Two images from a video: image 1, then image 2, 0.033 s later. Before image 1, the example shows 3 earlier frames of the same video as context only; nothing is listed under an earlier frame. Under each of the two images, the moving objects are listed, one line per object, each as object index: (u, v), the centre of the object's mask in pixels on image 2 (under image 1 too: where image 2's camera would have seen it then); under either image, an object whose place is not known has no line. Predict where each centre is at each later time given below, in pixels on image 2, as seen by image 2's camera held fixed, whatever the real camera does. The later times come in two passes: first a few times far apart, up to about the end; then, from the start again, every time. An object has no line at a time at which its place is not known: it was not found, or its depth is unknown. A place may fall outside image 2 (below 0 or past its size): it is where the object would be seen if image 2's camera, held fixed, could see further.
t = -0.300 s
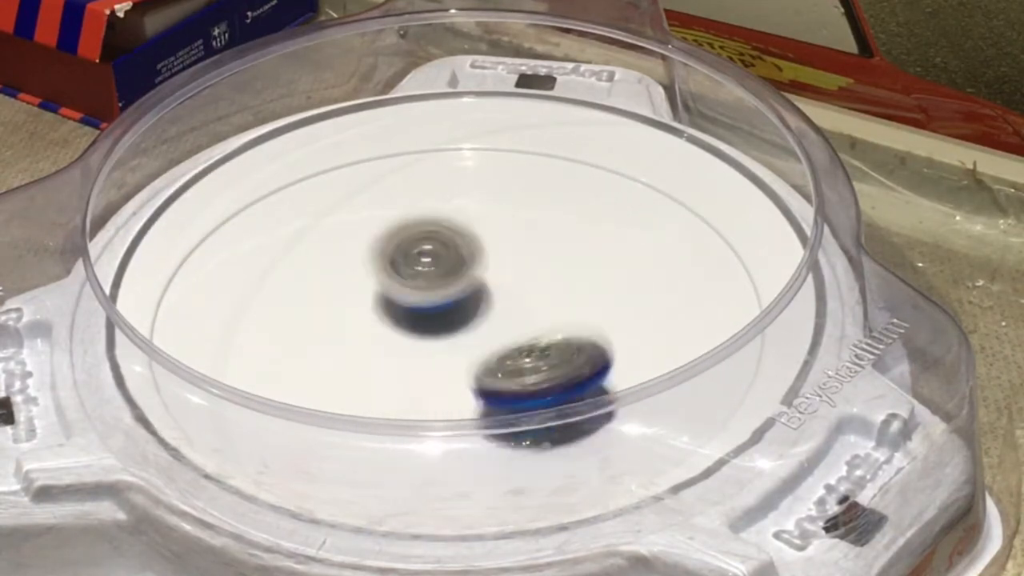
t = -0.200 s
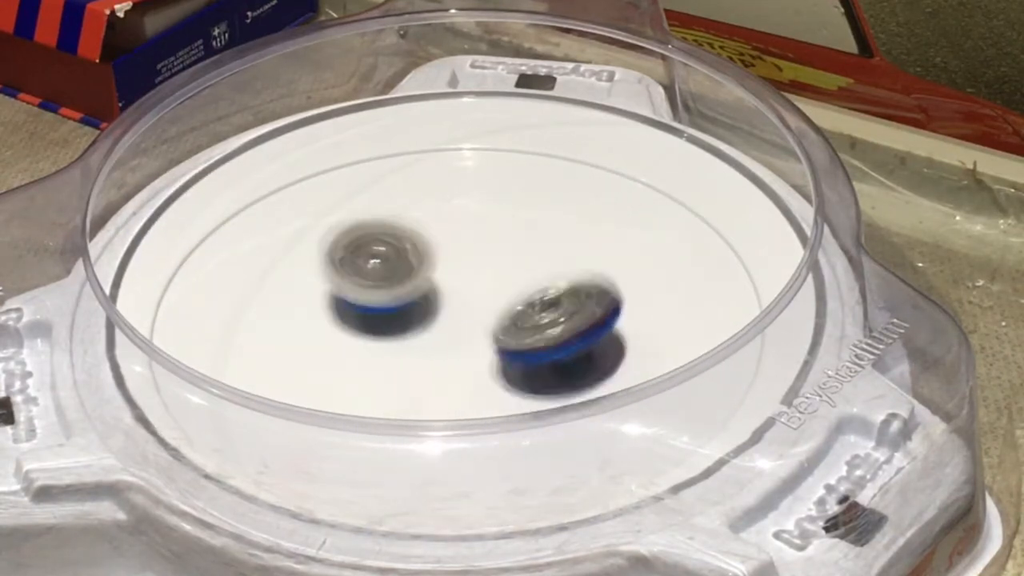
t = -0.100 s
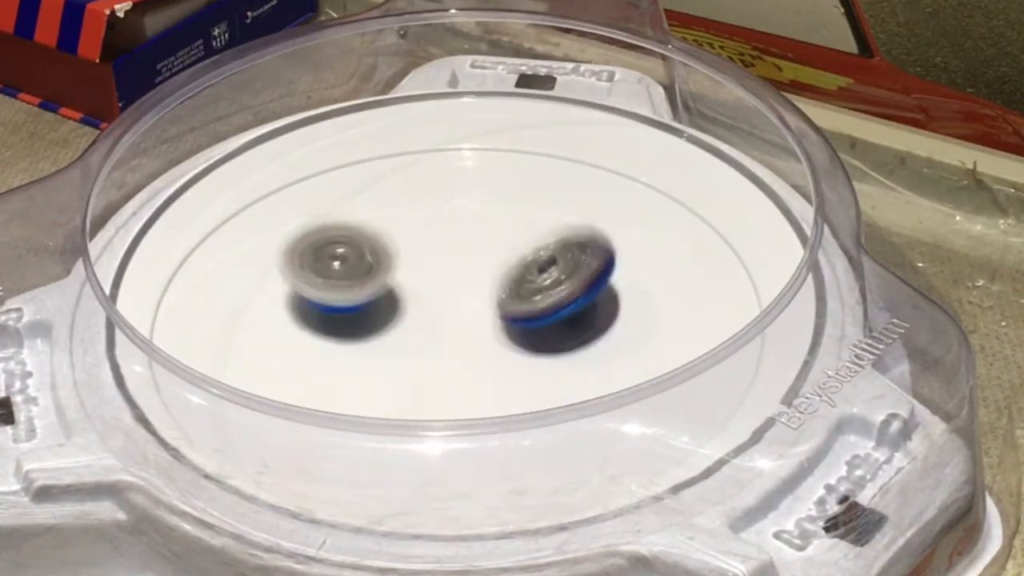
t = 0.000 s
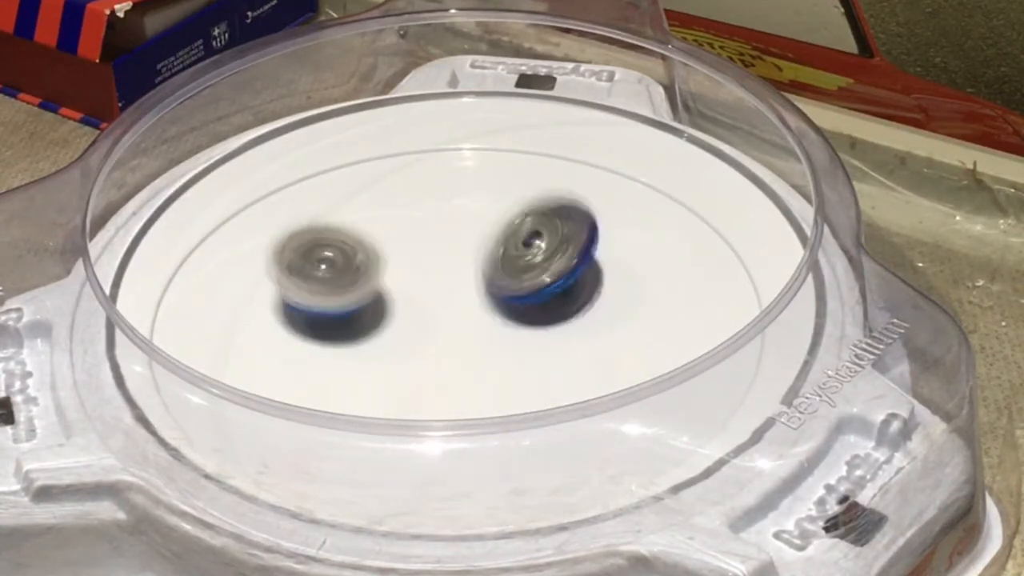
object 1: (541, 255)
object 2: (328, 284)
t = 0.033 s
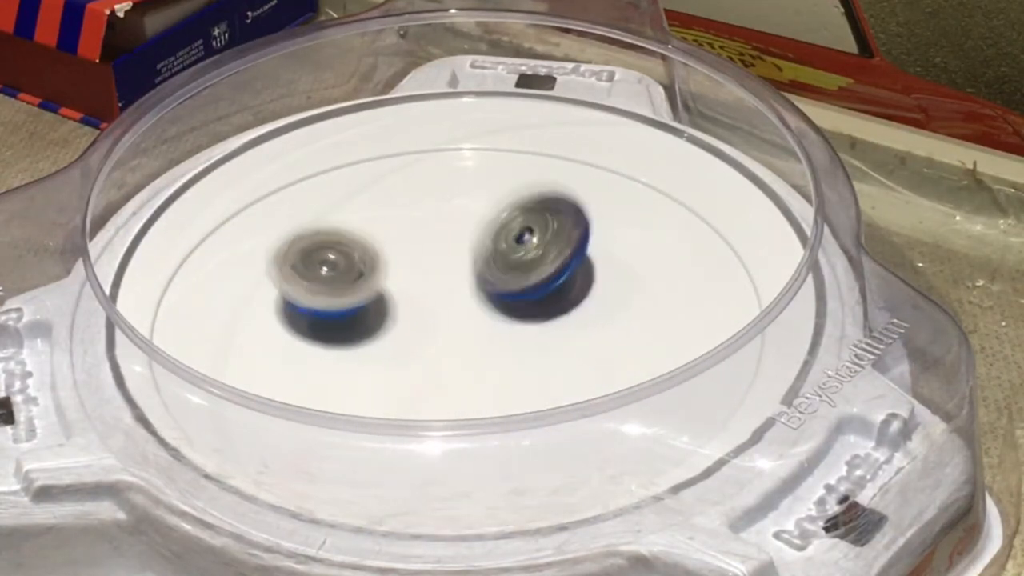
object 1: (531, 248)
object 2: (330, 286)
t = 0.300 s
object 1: (445, 251)
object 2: (409, 338)
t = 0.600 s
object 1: (328, 329)
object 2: (493, 402)
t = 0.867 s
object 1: (365, 383)
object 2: (491, 371)
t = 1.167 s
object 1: (516, 394)
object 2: (534, 253)
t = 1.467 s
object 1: (623, 253)
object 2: (429, 226)
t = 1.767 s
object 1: (539, 202)
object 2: (376, 315)
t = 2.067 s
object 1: (319, 268)
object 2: (490, 372)
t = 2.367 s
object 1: (257, 354)
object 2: (573, 307)
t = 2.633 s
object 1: (477, 396)
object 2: (497, 261)
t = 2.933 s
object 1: (690, 312)
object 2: (390, 310)
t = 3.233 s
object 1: (558, 229)
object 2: (445, 376)
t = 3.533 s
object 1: (300, 239)
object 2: (549, 337)
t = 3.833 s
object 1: (298, 372)
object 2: (488, 275)
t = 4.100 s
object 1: (563, 420)
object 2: (395, 303)
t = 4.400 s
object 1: (659, 266)
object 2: (429, 370)
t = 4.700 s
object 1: (431, 202)
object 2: (529, 340)
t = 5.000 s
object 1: (260, 299)
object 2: (485, 280)
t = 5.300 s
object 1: (438, 421)
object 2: (394, 311)
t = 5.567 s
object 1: (652, 340)
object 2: (433, 365)
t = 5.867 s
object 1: (577, 216)
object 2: (526, 335)
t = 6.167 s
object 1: (346, 242)
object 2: (483, 282)
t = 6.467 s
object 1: (346, 381)
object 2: (400, 312)
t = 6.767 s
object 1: (586, 362)
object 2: (449, 365)
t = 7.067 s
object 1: (529, 224)
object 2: (526, 325)
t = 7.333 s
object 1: (344, 264)
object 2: (479, 284)
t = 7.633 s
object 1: (391, 385)
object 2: (405, 313)
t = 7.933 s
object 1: (595, 337)
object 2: (453, 363)
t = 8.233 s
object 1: (465, 232)
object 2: (523, 325)
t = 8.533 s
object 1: (329, 334)
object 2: (469, 286)
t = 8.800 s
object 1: (482, 389)
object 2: (407, 315)
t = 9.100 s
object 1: (575, 286)
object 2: (451, 360)
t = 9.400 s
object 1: (394, 259)
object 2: (516, 326)
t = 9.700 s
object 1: (378, 379)
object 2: (468, 287)
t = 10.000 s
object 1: (573, 351)
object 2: (410, 322)
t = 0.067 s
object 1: (523, 244)
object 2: (335, 289)
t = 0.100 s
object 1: (514, 246)
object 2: (340, 293)
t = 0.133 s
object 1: (502, 244)
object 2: (349, 299)
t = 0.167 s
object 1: (492, 246)
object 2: (357, 305)
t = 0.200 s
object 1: (483, 252)
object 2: (368, 311)
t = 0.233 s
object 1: (471, 253)
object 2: (381, 319)
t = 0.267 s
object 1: (459, 251)
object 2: (394, 327)
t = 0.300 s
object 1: (445, 251)
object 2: (409, 338)
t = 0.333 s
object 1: (425, 253)
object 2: (418, 346)
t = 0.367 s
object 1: (408, 259)
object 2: (432, 356)
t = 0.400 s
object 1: (390, 269)
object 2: (442, 362)
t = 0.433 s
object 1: (375, 280)
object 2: (451, 367)
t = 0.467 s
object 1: (365, 291)
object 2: (461, 379)
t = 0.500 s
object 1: (353, 301)
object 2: (471, 386)
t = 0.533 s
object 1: (343, 309)
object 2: (480, 391)
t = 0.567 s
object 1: (334, 319)
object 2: (489, 397)
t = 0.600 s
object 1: (328, 329)
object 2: (493, 402)
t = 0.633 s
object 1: (325, 332)
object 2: (498, 405)
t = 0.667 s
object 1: (324, 343)
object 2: (500, 407)
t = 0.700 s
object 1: (325, 352)
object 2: (498, 406)
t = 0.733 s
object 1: (329, 359)
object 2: (496, 404)
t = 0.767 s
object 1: (335, 364)
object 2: (494, 399)
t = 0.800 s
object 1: (344, 370)
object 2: (488, 379)
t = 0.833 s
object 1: (354, 375)
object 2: (486, 376)
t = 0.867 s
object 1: (365, 383)
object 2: (491, 371)
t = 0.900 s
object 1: (368, 391)
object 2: (504, 357)
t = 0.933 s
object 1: (371, 397)
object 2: (514, 340)
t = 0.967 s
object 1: (395, 411)
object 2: (525, 324)
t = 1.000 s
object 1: (412, 420)
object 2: (532, 308)
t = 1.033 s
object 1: (436, 422)
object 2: (536, 296)
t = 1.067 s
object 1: (454, 420)
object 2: (539, 285)
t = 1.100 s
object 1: (476, 436)
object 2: (541, 273)
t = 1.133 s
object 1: (496, 401)
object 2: (539, 262)
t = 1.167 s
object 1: (516, 394)
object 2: (534, 253)
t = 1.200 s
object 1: (538, 385)
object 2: (530, 244)
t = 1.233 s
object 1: (553, 376)
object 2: (523, 237)
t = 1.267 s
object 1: (569, 365)
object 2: (510, 228)
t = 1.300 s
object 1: (589, 353)
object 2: (499, 225)
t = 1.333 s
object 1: (599, 324)
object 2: (486, 222)
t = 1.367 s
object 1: (609, 314)
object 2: (474, 219)
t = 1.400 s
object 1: (621, 299)
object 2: (457, 219)
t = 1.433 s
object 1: (622, 270)
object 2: (442, 221)
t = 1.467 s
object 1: (623, 253)
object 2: (429, 226)
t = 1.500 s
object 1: (624, 243)
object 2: (417, 233)
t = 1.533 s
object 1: (623, 224)
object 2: (404, 238)
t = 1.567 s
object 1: (617, 213)
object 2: (392, 247)
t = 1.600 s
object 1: (610, 212)
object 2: (384, 256)
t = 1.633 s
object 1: (603, 208)
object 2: (378, 266)
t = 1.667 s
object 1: (591, 201)
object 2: (374, 279)
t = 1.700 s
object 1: (576, 200)
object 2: (371, 290)
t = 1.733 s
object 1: (557, 199)
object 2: (371, 302)
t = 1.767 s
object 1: (539, 202)
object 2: (376, 315)
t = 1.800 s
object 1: (519, 205)
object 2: (381, 327)
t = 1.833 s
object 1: (495, 209)
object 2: (388, 338)
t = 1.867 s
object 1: (471, 215)
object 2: (398, 348)
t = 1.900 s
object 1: (447, 224)
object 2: (410, 357)
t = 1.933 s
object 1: (422, 233)
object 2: (426, 365)
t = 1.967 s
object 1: (395, 241)
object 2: (440, 370)
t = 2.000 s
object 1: (368, 248)
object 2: (456, 372)
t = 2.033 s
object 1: (344, 258)
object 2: (472, 373)
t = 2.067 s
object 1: (319, 268)
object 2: (490, 372)
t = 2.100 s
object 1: (298, 279)
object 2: (507, 369)
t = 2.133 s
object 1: (280, 292)
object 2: (522, 366)
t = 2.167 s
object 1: (263, 302)
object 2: (535, 361)
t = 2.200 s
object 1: (251, 313)
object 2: (547, 355)
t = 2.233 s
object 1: (244, 324)
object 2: (557, 348)
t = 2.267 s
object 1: (243, 331)
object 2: (567, 337)
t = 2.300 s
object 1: (245, 338)
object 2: (572, 327)
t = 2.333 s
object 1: (249, 347)
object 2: (574, 317)
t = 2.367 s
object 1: (257, 354)
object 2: (573, 307)
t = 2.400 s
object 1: (270, 362)
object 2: (571, 298)
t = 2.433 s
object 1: (288, 371)
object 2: (567, 288)
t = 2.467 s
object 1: (312, 379)
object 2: (559, 280)
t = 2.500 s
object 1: (338, 386)
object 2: (550, 272)
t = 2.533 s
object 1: (369, 392)
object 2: (536, 268)
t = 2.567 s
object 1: (401, 395)
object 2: (522, 264)
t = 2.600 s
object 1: (439, 396)
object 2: (511, 261)
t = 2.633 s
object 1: (477, 396)
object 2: (497, 261)
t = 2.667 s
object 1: (514, 393)
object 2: (481, 259)
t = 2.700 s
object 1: (549, 386)
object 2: (466, 262)
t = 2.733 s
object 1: (581, 378)
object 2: (451, 265)
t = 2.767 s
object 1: (612, 366)
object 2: (439, 270)
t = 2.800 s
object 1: (637, 356)
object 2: (425, 277)
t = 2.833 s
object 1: (658, 344)
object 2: (415, 283)
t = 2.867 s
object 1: (672, 333)
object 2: (404, 292)
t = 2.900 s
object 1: (682, 321)
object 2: (396, 300)
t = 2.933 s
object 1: (690, 312)
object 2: (390, 310)
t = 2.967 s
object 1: (692, 301)
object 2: (386, 320)
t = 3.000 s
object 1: (685, 286)
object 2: (385, 330)
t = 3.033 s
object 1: (677, 277)
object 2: (387, 340)
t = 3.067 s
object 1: (664, 267)
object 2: (391, 348)
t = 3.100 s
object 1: (652, 261)
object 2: (399, 357)
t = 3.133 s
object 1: (632, 251)
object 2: (407, 365)
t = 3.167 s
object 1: (609, 243)
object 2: (418, 371)
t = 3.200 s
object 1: (586, 236)
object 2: (431, 375)
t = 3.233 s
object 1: (558, 229)
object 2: (445, 376)
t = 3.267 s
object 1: (528, 224)
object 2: (460, 377)
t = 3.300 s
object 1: (497, 221)
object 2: (474, 377)
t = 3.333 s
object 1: (465, 217)
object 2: (491, 374)
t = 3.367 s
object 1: (434, 215)
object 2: (505, 372)
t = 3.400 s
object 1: (404, 217)
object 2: (518, 367)
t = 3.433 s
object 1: (373, 220)
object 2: (529, 361)
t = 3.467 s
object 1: (348, 225)
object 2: (538, 355)
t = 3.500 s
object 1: (323, 233)
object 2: (544, 346)
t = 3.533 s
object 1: (300, 239)
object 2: (549, 337)
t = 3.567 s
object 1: (283, 250)
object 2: (552, 327)
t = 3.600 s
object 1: (267, 265)
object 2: (551, 317)
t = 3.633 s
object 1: (257, 279)
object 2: (548, 308)
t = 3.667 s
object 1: (254, 297)
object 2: (542, 300)
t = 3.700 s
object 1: (252, 313)
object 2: (535, 292)
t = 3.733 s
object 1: (257, 331)
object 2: (523, 286)
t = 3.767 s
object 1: (267, 349)
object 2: (512, 281)
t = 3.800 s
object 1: (280, 361)
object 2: (501, 278)
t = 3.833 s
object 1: (298, 372)
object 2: (488, 275)
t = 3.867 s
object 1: (320, 403)
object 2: (476, 274)
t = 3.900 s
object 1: (350, 417)
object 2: (462, 273)
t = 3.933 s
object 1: (384, 427)
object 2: (450, 275)
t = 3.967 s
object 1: (416, 432)
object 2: (436, 278)
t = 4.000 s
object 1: (453, 435)
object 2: (424, 282)
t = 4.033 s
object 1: (491, 435)
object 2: (412, 288)
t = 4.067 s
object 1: (526, 430)
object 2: (403, 295)
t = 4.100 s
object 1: (563, 420)
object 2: (395, 303)
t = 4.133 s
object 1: (591, 409)
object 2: (389, 311)
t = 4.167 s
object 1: (618, 369)
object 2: (386, 320)
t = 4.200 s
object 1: (639, 355)
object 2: (385, 329)
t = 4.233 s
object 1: (655, 341)
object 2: (387, 338)
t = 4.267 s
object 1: (666, 329)
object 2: (390, 346)
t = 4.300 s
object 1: (673, 314)
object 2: (396, 354)
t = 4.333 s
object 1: (674, 301)
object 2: (405, 361)
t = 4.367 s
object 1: (667, 282)
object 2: (416, 366)
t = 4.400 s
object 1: (659, 266)
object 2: (429, 370)
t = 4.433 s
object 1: (642, 250)
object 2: (441, 371)
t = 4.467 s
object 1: (623, 237)
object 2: (455, 372)
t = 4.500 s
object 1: (604, 227)
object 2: (469, 372)
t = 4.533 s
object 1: (576, 219)
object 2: (482, 370)
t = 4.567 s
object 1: (548, 208)
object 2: (495, 367)
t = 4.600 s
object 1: (520, 204)
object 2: (507, 362)
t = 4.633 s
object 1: (490, 200)
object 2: (516, 356)
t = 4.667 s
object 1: (458, 200)
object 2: (524, 348)
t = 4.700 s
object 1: (431, 202)
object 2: (529, 340)
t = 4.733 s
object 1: (399, 204)
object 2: (532, 332)
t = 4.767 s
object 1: (370, 209)
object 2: (533, 324)
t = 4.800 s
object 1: (347, 215)
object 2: (532, 315)
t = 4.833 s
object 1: (322, 226)
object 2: (528, 307)
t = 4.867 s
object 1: (303, 240)
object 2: (522, 299)
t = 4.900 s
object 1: (284, 253)
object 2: (516, 292)
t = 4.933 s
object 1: (274, 267)
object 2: (506, 287)
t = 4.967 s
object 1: (265, 284)
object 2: (497, 283)
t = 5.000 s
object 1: (260, 299)
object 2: (485, 280)
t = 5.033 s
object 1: (263, 329)
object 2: (473, 278)
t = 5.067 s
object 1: (269, 346)
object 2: (461, 278)
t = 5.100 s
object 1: (280, 359)
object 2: (450, 279)
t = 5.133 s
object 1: (298, 373)
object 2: (438, 282)
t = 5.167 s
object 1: (312, 382)
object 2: (426, 285)
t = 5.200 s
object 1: (345, 419)
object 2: (416, 290)
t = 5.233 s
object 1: (372, 427)
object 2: (406, 296)
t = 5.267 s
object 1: (404, 436)
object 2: (400, 303)
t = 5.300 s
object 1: (438, 421)
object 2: (394, 311)
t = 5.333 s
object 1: (473, 440)
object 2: (392, 319)
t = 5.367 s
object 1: (505, 417)
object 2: (391, 327)
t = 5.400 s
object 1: (541, 430)
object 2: (393, 335)
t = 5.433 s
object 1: (569, 420)
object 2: (397, 343)
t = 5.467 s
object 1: (597, 408)
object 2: (403, 350)
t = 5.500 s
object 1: (624, 364)
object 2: (412, 356)
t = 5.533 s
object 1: (638, 354)
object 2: (422, 362)
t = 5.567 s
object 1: (652, 340)
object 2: (433, 365)
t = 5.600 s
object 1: (659, 328)
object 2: (445, 367)
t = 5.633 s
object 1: (667, 313)
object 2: (458, 368)
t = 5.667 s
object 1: (662, 294)
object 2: (471, 367)
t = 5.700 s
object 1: (662, 279)
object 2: (483, 365)
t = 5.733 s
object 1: (650, 260)
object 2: (495, 362)
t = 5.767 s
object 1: (638, 249)
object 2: (505, 357)
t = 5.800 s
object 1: (620, 235)
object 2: (515, 350)
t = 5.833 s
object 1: (599, 225)
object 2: (521, 343)
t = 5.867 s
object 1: (577, 216)
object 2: (526, 335)
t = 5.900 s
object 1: (551, 209)
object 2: (529, 329)
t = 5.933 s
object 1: (524, 203)
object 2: (530, 319)
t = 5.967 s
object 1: (495, 199)
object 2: (528, 312)
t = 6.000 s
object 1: (468, 201)
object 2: (525, 303)
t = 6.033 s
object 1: (441, 203)
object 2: (518, 297)
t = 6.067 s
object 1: (415, 211)
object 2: (511, 290)
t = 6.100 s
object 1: (392, 219)
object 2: (502, 287)
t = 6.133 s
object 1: (367, 228)
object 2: (494, 283)
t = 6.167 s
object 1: (346, 242)
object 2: (483, 282)
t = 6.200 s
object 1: (328, 255)
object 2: (471, 279)
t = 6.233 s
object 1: (315, 268)
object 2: (459, 280)
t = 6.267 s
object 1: (305, 283)
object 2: (449, 281)
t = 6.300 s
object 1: (298, 309)
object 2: (437, 285)
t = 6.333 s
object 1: (296, 327)
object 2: (426, 288)
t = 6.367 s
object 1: (301, 347)
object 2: (417, 293)
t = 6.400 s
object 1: (312, 361)
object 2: (410, 299)
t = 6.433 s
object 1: (325, 366)
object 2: (403, 305)
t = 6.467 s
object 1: (346, 381)
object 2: (400, 312)
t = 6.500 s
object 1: (369, 389)
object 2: (397, 319)
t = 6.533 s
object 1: (395, 395)
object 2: (397, 323)
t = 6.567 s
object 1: (425, 396)
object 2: (398, 327)
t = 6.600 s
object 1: (460, 398)
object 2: (400, 338)
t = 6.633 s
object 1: (488, 396)
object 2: (405, 345)
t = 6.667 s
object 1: (519, 389)
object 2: (415, 353)
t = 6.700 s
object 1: (548, 380)
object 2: (426, 360)
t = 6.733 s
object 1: (569, 368)
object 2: (437, 363)
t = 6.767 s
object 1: (586, 362)
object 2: (449, 365)
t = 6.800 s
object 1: (600, 348)
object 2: (461, 365)
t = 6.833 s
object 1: (610, 336)
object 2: (473, 364)
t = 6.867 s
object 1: (612, 314)
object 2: (485, 362)
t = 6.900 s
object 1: (609, 300)
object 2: (496, 358)
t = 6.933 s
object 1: (603, 280)
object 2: (505, 353)
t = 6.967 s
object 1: (593, 264)
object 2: (513, 347)
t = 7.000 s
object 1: (575, 248)
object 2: (520, 340)
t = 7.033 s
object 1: (554, 234)
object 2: (523, 334)
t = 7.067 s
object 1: (529, 224)
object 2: (526, 325)
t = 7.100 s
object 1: (503, 220)
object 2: (525, 319)
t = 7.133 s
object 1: (477, 220)
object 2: (524, 313)
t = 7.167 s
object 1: (451, 222)
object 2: (519, 304)
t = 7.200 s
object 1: (427, 225)
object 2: (514, 299)
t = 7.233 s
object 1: (403, 234)
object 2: (507, 294)
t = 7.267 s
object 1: (383, 241)
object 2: (497, 289)
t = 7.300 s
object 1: (362, 252)
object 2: (488, 286)
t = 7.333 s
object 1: (344, 264)
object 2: (479, 284)
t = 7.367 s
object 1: (331, 280)
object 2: (468, 282)
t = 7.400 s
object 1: (320, 298)
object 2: (458, 283)
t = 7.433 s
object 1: (315, 315)
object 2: (448, 284)
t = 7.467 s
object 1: (314, 334)
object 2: (439, 288)
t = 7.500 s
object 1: (319, 352)
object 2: (429, 291)
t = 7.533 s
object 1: (331, 366)
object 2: (421, 296)
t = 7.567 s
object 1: (345, 378)
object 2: (414, 302)
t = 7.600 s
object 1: (366, 384)
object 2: (408, 308)
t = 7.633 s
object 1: (391, 385)
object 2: (405, 313)
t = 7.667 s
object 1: (422, 411)
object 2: (402, 318)
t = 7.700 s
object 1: (448, 410)
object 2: (402, 322)
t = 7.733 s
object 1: (478, 410)
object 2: (403, 333)
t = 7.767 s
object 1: (506, 406)
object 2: (408, 342)
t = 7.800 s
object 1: (530, 396)
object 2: (415, 349)
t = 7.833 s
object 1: (554, 373)
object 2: (423, 354)
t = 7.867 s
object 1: (574, 363)
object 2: (433, 358)
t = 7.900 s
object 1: (586, 352)
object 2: (443, 361)
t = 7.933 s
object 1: (595, 337)
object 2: (453, 363)
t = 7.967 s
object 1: (596, 319)
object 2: (464, 363)
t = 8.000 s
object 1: (591, 300)
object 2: (473, 362)
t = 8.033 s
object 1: (586, 286)
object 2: (484, 360)
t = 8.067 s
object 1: (575, 270)
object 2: (494, 356)
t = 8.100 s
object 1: (560, 254)
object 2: (504, 351)
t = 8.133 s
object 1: (539, 243)
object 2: (512, 346)
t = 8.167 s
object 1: (514, 236)
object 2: (517, 339)
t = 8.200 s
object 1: (488, 232)
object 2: (520, 332)
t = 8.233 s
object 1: (465, 232)
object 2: (523, 325)
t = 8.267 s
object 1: (442, 236)
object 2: (523, 318)
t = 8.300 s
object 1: (419, 241)
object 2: (519, 313)
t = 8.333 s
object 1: (397, 248)
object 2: (515, 306)
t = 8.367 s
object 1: (377, 256)
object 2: (509, 300)
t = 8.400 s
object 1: (359, 270)
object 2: (502, 294)
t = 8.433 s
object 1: (345, 284)
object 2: (496, 290)
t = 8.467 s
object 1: (335, 300)
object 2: (487, 288)
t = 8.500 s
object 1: (329, 317)
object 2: (479, 286)
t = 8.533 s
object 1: (329, 334)
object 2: (469, 286)
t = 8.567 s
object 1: (332, 352)
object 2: (459, 287)
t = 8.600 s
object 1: (342, 365)
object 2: (448, 288)
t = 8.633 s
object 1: (357, 375)
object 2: (439, 291)
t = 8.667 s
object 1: (375, 383)
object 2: (429, 294)
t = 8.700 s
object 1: (398, 389)
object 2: (422, 299)
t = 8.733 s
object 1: (427, 391)
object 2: (416, 303)
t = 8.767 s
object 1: (454, 391)
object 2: (411, 308)
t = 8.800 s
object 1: (482, 389)
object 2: (407, 315)
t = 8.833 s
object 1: (506, 380)
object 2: (405, 321)
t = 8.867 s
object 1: (531, 378)
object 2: (405, 328)
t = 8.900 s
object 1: (555, 371)
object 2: (408, 336)
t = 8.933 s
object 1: (564, 358)
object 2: (412, 342)
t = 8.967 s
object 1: (577, 346)
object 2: (417, 348)
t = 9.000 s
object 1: (587, 332)
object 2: (425, 352)
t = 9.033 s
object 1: (587, 315)
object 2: (434, 356)
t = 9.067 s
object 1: (584, 299)
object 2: (442, 359)
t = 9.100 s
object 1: (575, 286)
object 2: (451, 360)
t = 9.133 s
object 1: (562, 273)
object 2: (461, 361)
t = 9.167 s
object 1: (547, 261)
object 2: (472, 360)
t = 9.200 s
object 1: (527, 251)
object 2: (483, 357)
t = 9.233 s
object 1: (505, 244)
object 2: (493, 355)
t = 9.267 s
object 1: (481, 240)
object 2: (501, 351)
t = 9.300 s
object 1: (457, 242)
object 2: (508, 346)
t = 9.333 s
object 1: (435, 244)
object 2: (511, 340)
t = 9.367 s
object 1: (413, 251)
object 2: (514, 333)
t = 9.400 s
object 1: (394, 259)
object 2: (516, 326)
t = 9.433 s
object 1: (376, 268)
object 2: (517, 319)
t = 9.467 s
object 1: (360, 282)
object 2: (517, 312)
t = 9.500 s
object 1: (349, 296)
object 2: (513, 307)
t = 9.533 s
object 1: (343, 311)
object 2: (509, 301)
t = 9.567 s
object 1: (342, 321)
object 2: (501, 297)
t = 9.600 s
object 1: (345, 337)
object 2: (493, 294)
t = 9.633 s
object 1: (352, 348)
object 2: (484, 290)
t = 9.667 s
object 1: (364, 370)
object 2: (477, 288)
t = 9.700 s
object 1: (378, 379)
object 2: (468, 287)
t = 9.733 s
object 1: (398, 384)
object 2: (458, 288)
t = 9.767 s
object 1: (423, 389)
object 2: (450, 289)
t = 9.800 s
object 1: (448, 380)
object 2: (440, 293)
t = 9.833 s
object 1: (476, 379)
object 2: (432, 296)
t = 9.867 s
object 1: (498, 374)
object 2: (424, 300)
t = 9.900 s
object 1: (526, 378)
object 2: (418, 305)
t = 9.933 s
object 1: (547, 371)
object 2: (414, 310)
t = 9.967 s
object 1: (561, 363)
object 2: (411, 315)
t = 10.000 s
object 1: (573, 351)
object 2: (410, 322)
